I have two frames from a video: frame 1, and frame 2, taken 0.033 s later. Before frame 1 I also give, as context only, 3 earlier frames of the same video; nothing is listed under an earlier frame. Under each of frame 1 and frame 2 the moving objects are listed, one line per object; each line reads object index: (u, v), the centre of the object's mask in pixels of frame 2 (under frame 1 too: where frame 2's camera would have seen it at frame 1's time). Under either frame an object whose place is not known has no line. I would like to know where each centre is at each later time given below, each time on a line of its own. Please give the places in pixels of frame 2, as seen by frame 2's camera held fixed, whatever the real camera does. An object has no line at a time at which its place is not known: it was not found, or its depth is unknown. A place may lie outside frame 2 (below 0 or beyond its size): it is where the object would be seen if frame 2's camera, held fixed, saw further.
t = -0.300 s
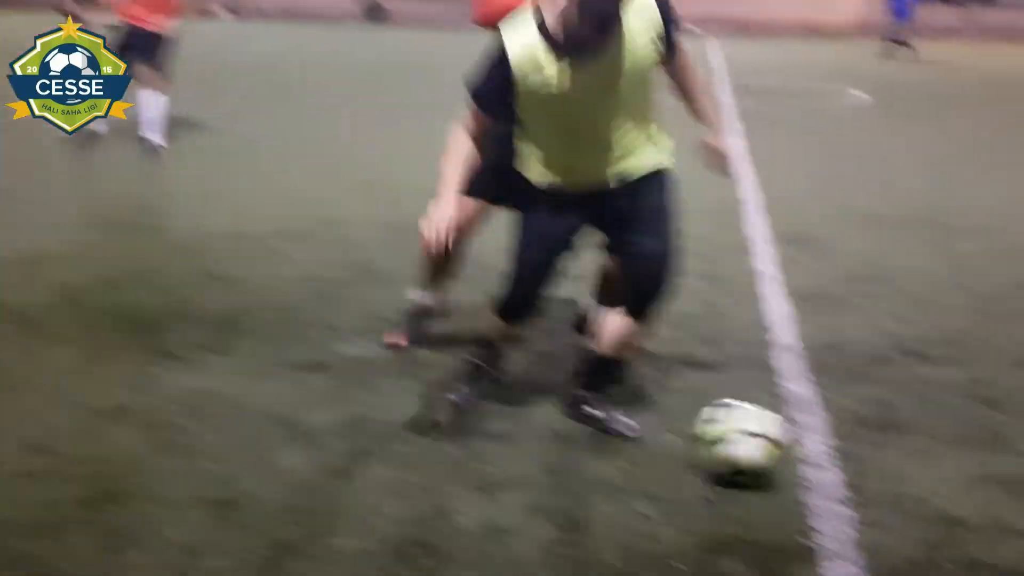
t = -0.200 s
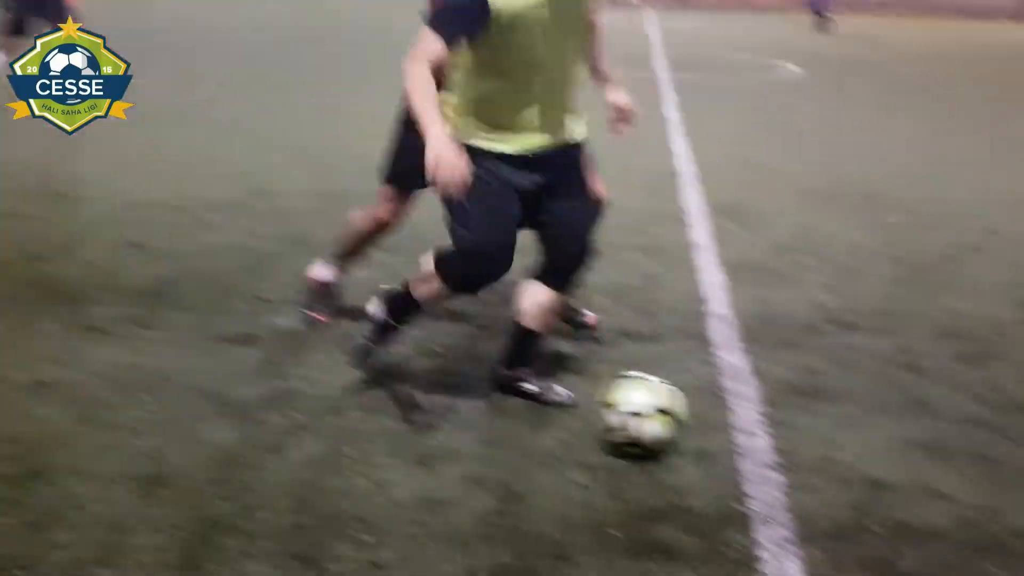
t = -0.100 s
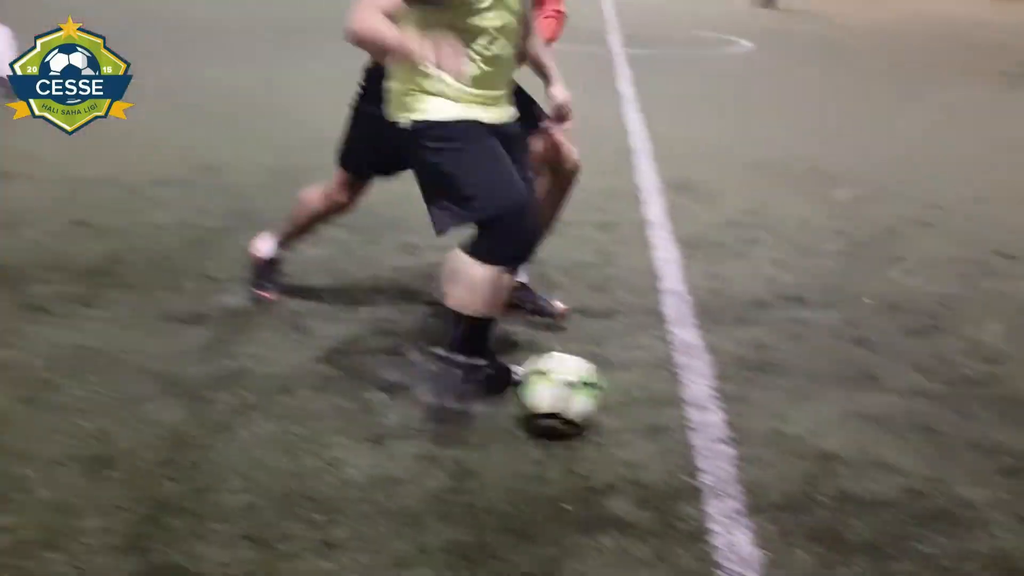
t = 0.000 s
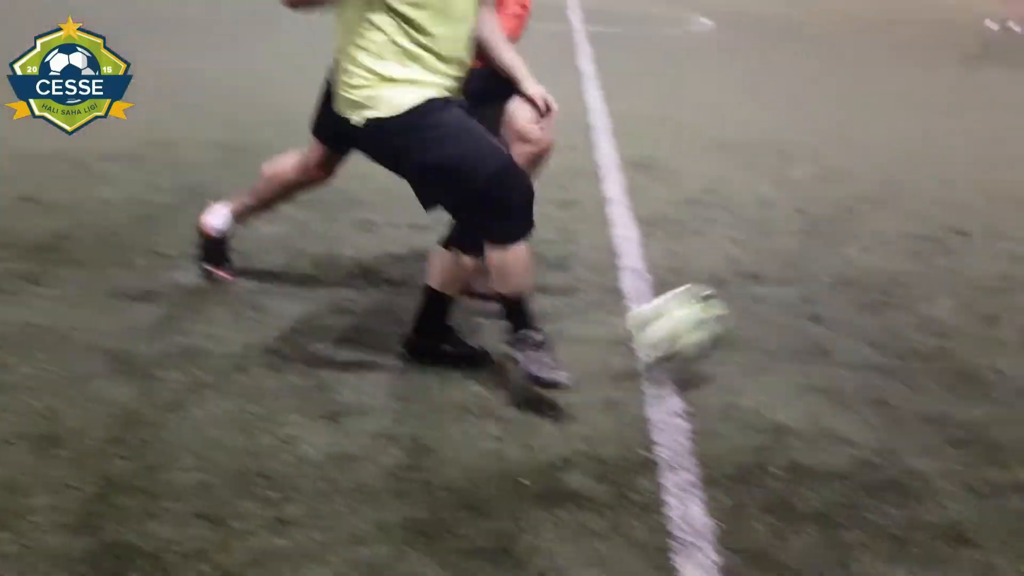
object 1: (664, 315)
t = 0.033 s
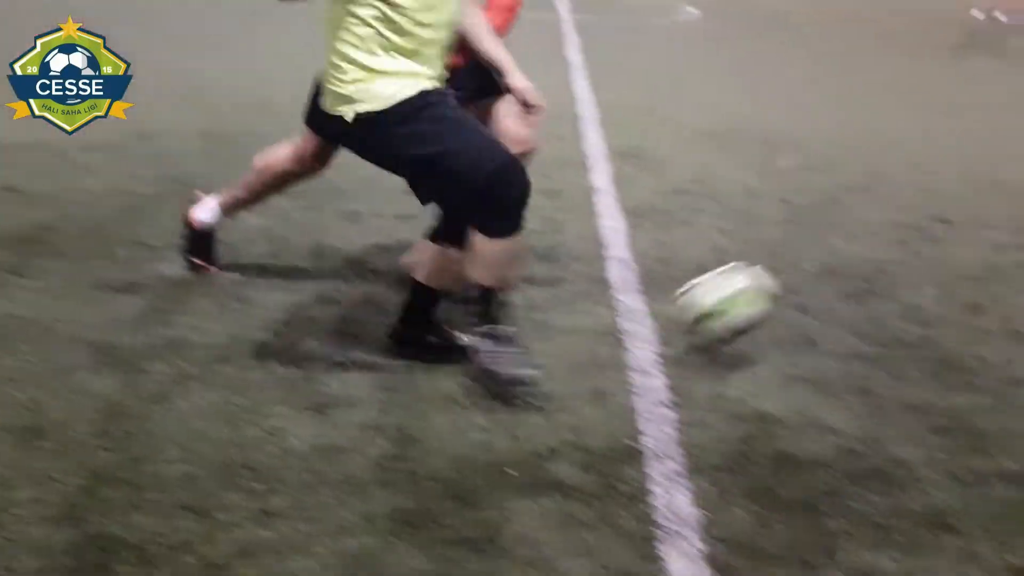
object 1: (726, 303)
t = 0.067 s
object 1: (788, 292)
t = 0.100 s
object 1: (842, 284)
